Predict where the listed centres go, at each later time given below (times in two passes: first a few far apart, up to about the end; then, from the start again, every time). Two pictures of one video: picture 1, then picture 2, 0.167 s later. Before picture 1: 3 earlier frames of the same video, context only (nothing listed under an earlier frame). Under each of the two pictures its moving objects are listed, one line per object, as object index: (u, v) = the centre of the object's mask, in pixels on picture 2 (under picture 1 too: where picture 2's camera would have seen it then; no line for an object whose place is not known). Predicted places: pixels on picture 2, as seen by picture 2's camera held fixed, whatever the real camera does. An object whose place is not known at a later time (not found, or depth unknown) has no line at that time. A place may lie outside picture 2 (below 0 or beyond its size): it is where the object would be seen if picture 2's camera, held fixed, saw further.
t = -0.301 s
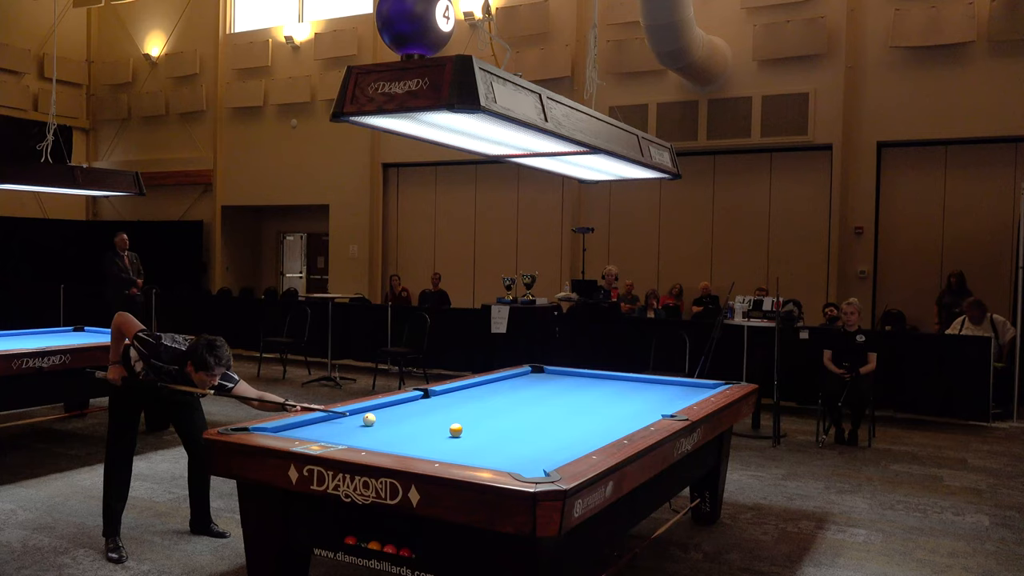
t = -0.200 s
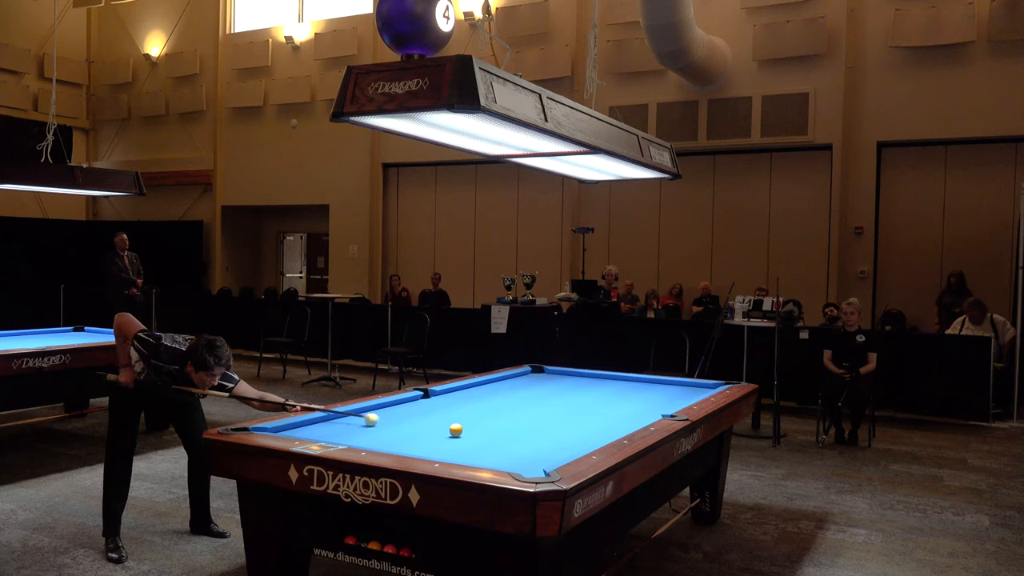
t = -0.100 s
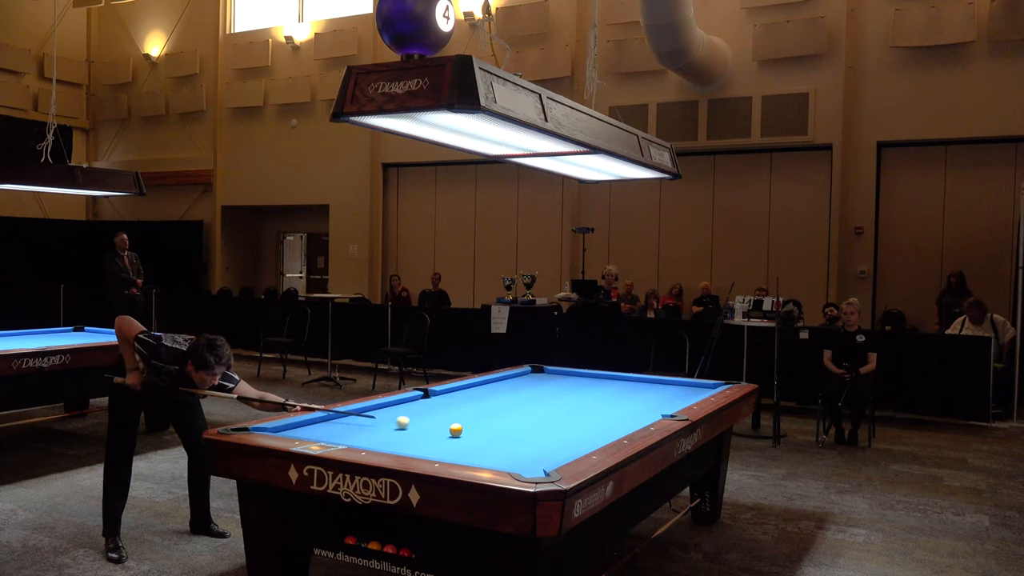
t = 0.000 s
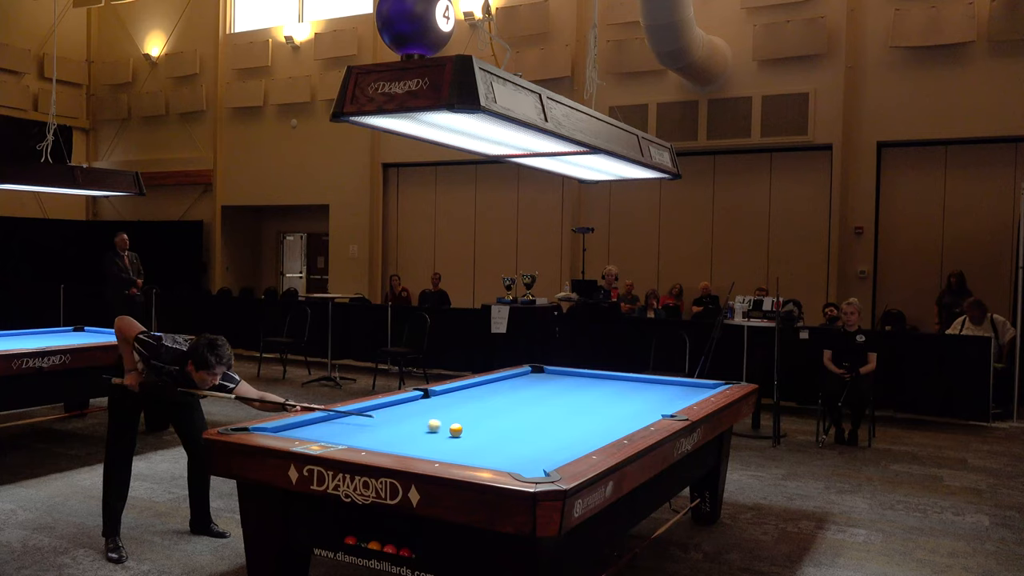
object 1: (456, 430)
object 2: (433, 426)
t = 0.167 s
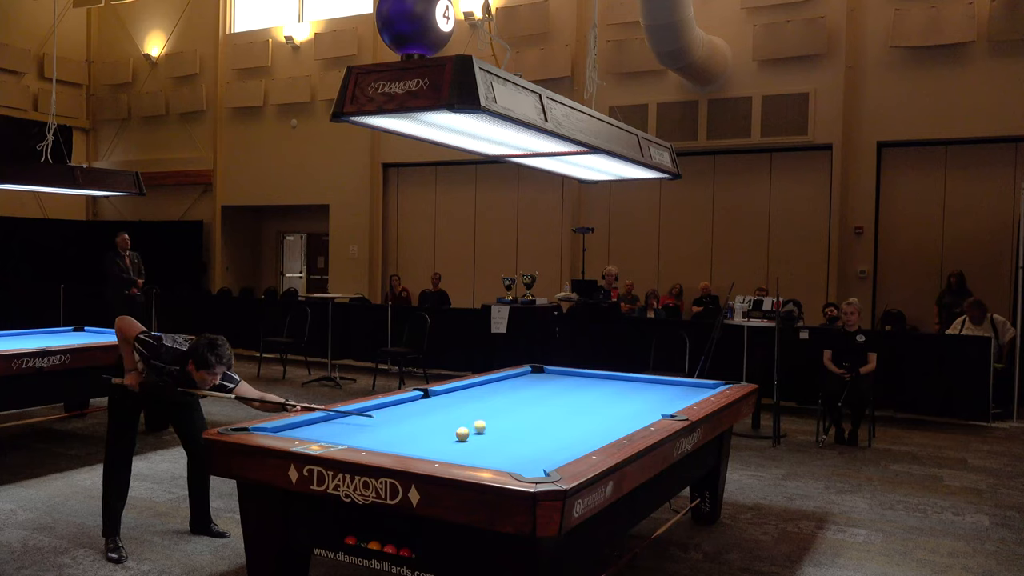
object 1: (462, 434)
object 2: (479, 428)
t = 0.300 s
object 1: (469, 438)
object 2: (514, 426)
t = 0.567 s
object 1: (483, 446)
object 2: (581, 427)
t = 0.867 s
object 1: (499, 456)
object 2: (621, 424)
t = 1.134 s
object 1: (514, 464)
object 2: (605, 417)
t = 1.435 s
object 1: (532, 472)
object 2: (588, 410)
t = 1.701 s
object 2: (575, 405)
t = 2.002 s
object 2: (562, 399)
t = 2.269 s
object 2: (551, 395)
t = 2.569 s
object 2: (540, 391)
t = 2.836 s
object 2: (532, 387)
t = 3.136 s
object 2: (523, 383)
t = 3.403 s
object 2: (516, 381)
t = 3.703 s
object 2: (509, 378)
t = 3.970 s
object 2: (512, 377)
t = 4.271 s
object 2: (522, 376)
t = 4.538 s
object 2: (530, 376)
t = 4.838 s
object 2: (537, 376)
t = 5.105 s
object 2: (544, 376)
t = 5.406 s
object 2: (549, 376)
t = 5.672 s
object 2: (554, 376)
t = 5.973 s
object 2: (558, 376)
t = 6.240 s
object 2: (560, 376)
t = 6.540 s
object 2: (562, 376)
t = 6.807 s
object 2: (564, 376)
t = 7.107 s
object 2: (564, 376)
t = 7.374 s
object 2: (564, 376)
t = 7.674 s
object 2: (564, 376)
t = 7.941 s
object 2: (564, 376)
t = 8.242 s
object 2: (564, 376)
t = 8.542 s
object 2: (564, 376)
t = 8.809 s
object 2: (564, 376)
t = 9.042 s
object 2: (564, 376)
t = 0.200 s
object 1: (464, 435)
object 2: (488, 426)
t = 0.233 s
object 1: (466, 436)
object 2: (497, 426)
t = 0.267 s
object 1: (467, 437)
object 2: (505, 426)
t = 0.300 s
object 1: (469, 438)
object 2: (514, 426)
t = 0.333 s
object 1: (471, 439)
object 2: (523, 426)
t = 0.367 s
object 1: (473, 440)
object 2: (531, 426)
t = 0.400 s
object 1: (474, 441)
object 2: (540, 426)
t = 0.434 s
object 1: (476, 442)
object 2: (548, 426)
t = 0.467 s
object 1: (478, 443)
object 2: (556, 426)
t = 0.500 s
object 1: (480, 444)
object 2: (565, 426)
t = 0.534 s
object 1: (481, 445)
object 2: (573, 427)
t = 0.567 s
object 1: (483, 446)
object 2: (581, 427)
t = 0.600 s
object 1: (485, 447)
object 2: (590, 427)
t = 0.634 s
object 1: (487, 449)
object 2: (598, 427)
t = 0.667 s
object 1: (488, 450)
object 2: (606, 426)
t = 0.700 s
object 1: (490, 450)
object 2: (614, 427)
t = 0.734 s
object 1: (492, 452)
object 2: (621, 426)
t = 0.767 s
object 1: (494, 453)
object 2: (629, 424)
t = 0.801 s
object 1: (496, 454)
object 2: (627, 424)
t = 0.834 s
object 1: (497, 455)
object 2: (624, 424)
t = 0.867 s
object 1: (499, 456)
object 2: (621, 424)
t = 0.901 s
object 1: (501, 457)
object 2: (620, 423)
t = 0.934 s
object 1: (503, 458)
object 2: (617, 422)
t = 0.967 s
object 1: (505, 459)
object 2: (615, 421)
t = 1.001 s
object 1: (507, 460)
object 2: (613, 420)
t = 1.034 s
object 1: (509, 461)
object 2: (611, 419)
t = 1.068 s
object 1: (511, 462)
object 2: (609, 419)
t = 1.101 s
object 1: (512, 463)
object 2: (607, 418)
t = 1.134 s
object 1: (514, 464)
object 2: (605, 417)
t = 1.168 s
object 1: (516, 465)
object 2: (603, 416)
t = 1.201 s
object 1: (519, 466)
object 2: (601, 416)
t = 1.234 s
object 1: (520, 467)
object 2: (599, 415)
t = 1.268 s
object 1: (522, 468)
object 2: (597, 414)
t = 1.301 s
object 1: (524, 470)
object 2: (595, 413)
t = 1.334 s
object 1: (526, 470)
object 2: (593, 412)
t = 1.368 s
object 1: (528, 471)
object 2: (591, 412)
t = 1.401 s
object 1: (530, 472)
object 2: (590, 411)
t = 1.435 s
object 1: (532, 472)
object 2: (588, 410)
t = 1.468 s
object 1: (534, 474)
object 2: (586, 409)
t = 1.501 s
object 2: (584, 409)
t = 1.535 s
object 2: (583, 408)
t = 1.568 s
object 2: (581, 407)
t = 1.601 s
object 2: (579, 407)
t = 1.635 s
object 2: (578, 406)
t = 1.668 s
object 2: (576, 405)
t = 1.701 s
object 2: (575, 405)
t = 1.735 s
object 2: (573, 404)
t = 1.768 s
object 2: (572, 403)
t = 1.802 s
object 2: (570, 403)
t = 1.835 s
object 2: (569, 402)
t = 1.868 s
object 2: (567, 402)
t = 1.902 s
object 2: (566, 401)
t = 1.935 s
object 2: (564, 400)
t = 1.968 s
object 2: (563, 400)
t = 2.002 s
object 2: (562, 399)
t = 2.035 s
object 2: (560, 399)
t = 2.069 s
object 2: (559, 398)
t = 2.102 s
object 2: (558, 398)
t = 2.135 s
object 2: (556, 397)
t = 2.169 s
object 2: (555, 396)
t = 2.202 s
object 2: (553, 396)
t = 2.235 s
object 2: (552, 396)
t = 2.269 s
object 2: (551, 395)
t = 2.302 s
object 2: (550, 395)
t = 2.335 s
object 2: (549, 394)
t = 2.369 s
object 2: (547, 394)
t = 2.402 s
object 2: (546, 393)
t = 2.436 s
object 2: (545, 393)
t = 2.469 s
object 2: (544, 392)
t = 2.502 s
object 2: (543, 392)
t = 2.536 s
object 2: (541, 391)
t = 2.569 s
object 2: (540, 391)
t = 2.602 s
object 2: (539, 390)
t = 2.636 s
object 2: (538, 390)
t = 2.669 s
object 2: (537, 389)
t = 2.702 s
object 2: (536, 389)
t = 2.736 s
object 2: (535, 388)
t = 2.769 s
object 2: (534, 388)
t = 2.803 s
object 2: (533, 387)
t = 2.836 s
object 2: (532, 387)
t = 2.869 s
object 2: (531, 386)
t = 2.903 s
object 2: (530, 386)
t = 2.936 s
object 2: (529, 386)
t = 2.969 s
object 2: (528, 385)
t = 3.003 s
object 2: (527, 385)
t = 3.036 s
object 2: (526, 385)
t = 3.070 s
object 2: (525, 384)
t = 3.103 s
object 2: (524, 384)
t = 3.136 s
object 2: (523, 383)
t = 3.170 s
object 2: (522, 383)
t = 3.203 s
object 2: (521, 383)
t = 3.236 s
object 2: (520, 382)
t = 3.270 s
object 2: (519, 382)
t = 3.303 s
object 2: (518, 382)
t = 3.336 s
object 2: (518, 381)
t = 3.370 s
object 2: (517, 381)
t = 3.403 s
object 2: (516, 381)
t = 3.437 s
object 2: (515, 380)
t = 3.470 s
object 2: (514, 380)
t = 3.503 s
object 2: (513, 379)
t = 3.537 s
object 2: (513, 379)
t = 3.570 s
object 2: (512, 379)
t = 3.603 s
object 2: (511, 379)
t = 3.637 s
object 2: (510, 378)
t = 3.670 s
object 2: (509, 378)
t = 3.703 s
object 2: (509, 378)
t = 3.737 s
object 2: (508, 377)
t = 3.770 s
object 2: (507, 377)
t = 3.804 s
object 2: (507, 377)
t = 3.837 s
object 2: (508, 377)
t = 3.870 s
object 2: (509, 377)
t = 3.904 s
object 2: (510, 377)
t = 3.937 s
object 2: (511, 377)
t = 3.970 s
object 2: (512, 377)
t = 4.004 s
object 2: (513, 376)
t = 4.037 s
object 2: (514, 377)
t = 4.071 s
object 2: (516, 376)
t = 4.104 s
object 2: (517, 376)
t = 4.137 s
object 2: (518, 376)
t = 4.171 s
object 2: (519, 376)
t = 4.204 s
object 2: (520, 376)
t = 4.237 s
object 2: (521, 376)
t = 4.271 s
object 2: (522, 376)
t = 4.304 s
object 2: (523, 377)
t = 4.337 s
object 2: (524, 376)
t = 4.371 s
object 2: (525, 376)
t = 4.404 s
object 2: (526, 376)
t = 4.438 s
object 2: (527, 376)
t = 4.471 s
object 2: (528, 376)
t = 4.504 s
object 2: (529, 376)
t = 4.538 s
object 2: (530, 376)
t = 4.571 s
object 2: (531, 376)
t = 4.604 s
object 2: (532, 376)
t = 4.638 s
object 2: (532, 376)
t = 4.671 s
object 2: (533, 376)
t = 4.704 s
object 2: (534, 376)
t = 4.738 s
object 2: (535, 376)
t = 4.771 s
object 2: (536, 376)
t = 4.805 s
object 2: (537, 376)
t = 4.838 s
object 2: (537, 376)
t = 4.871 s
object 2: (538, 376)
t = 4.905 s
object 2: (539, 376)
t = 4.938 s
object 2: (540, 376)
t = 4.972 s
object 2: (541, 376)
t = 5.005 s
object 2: (541, 376)
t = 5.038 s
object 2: (542, 376)
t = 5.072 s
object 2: (543, 376)
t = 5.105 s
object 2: (544, 376)
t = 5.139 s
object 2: (544, 376)
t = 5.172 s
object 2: (545, 376)
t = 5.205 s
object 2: (546, 376)
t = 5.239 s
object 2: (547, 376)
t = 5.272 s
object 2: (547, 376)
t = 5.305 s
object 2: (548, 376)
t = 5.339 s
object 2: (548, 376)
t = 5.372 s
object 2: (549, 376)
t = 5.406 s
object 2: (549, 376)
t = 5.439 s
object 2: (550, 376)
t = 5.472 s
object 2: (550, 376)
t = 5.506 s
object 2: (551, 376)
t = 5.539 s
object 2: (552, 376)
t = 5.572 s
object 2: (552, 376)
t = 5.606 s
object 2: (553, 376)
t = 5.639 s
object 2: (553, 376)
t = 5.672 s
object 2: (554, 376)
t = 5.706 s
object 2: (554, 376)
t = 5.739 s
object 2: (555, 376)
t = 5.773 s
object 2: (555, 376)
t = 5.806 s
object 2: (556, 376)
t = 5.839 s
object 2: (556, 376)
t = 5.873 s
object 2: (556, 376)
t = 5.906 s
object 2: (557, 376)
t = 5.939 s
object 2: (557, 376)
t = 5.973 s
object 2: (558, 376)
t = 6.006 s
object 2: (558, 376)
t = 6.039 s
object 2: (558, 376)
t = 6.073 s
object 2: (558, 376)
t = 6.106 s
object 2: (559, 376)
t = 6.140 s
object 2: (559, 376)
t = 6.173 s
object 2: (559, 376)
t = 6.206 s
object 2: (560, 376)
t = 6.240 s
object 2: (560, 376)
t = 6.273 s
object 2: (561, 376)
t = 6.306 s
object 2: (561, 376)
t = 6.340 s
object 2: (561, 376)
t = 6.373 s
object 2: (561, 376)
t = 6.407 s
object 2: (561, 376)
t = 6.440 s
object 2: (562, 376)
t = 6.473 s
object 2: (562, 376)
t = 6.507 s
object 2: (562, 376)
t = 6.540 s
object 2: (562, 376)
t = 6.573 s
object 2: (562, 376)
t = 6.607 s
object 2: (562, 376)
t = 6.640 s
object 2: (563, 376)
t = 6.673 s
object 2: (563, 376)
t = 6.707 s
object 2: (563, 376)
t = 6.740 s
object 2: (563, 376)
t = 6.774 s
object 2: (563, 376)
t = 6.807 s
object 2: (564, 376)
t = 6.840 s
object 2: (564, 376)
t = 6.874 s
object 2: (564, 376)
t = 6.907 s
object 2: (564, 376)
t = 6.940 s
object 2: (564, 376)
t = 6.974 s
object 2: (564, 376)
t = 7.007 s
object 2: (564, 376)
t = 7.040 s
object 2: (564, 376)
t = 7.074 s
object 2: (564, 376)
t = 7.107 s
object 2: (564, 376)
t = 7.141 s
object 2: (564, 376)
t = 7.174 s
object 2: (564, 376)
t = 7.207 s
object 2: (564, 376)
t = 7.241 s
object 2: (564, 376)
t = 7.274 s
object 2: (564, 376)
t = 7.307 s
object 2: (564, 376)
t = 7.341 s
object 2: (564, 376)
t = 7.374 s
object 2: (564, 376)
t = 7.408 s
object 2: (564, 376)
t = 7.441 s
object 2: (564, 376)
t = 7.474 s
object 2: (564, 376)
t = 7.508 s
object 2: (564, 376)
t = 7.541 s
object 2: (564, 376)
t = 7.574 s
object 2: (564, 376)
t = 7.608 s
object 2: (564, 376)
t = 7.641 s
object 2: (564, 376)
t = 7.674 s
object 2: (564, 376)
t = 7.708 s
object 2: (564, 376)
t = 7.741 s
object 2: (564, 376)
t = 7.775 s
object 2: (564, 376)
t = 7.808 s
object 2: (564, 376)
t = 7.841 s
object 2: (564, 376)
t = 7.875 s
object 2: (564, 376)
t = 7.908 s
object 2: (564, 376)
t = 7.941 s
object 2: (564, 376)
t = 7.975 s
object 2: (564, 376)
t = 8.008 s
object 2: (564, 376)
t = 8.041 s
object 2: (564, 376)
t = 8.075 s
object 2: (564, 376)
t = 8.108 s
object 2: (564, 376)
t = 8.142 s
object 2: (564, 376)
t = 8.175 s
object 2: (564, 376)
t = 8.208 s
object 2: (564, 376)
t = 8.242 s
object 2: (564, 376)
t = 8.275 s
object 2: (564, 376)
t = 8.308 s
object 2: (564, 376)
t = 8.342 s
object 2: (564, 376)
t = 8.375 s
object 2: (564, 376)
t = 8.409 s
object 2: (564, 376)
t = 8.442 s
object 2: (564, 376)
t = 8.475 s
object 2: (564, 376)
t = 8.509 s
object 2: (564, 376)
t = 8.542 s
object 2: (564, 376)
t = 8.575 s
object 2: (564, 376)
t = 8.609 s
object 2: (564, 376)
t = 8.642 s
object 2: (564, 376)
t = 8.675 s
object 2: (564, 376)
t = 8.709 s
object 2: (564, 376)
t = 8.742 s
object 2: (564, 376)
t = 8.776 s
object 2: (564, 376)
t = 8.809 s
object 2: (564, 376)
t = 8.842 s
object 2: (564, 376)
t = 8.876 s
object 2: (564, 376)
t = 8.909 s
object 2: (564, 376)
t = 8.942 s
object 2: (564, 376)
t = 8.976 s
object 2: (564, 376)
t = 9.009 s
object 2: (564, 376)
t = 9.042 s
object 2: (564, 376)
